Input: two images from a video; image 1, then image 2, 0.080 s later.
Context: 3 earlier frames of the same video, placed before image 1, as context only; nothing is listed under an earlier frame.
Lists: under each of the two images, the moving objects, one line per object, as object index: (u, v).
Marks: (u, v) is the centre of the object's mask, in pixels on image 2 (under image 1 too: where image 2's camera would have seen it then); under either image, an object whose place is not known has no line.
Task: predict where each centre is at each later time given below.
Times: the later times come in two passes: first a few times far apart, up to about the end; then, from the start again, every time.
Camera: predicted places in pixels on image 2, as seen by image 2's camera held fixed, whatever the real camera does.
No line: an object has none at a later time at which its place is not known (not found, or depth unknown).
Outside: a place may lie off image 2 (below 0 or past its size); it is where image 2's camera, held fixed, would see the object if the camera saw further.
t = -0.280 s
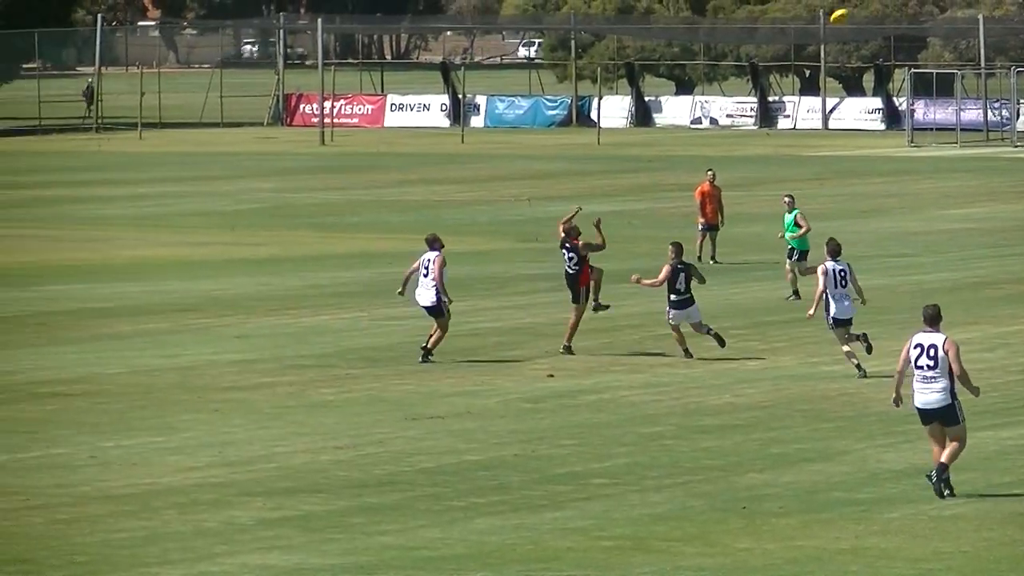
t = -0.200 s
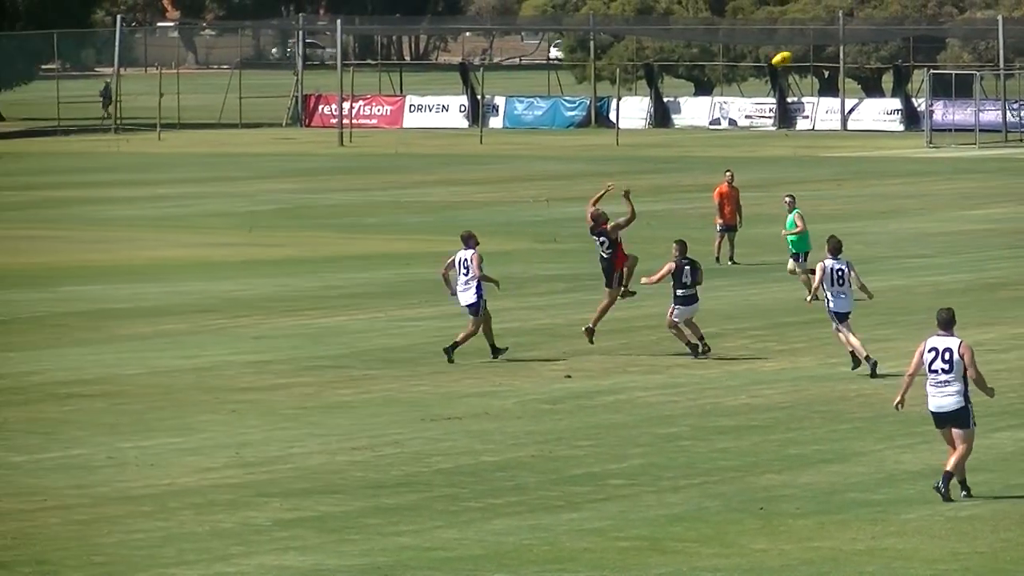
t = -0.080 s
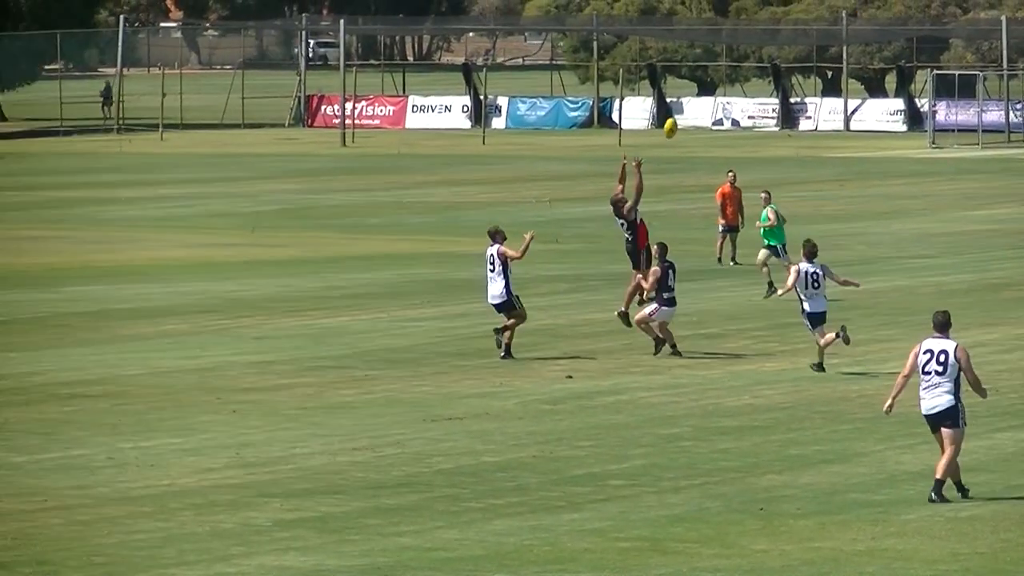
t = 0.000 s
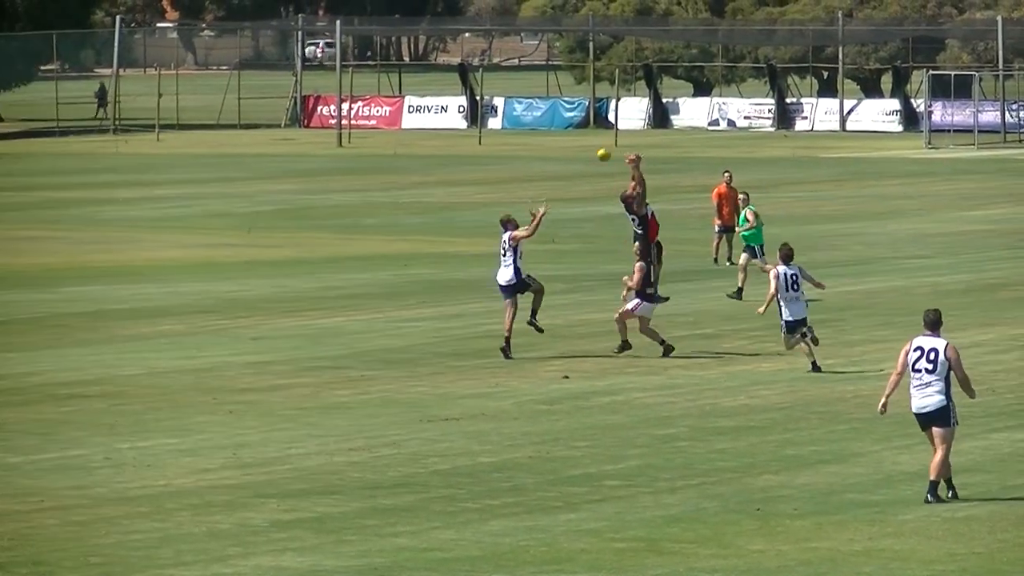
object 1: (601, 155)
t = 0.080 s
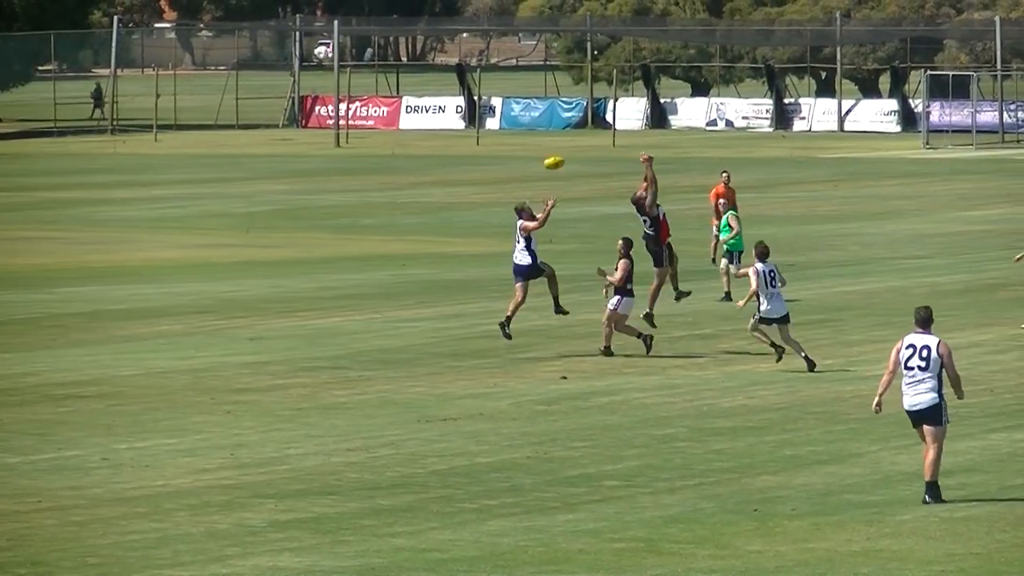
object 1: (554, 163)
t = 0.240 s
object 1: (458, 191)
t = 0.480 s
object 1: (318, 266)
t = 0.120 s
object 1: (529, 168)
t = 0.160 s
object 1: (505, 174)
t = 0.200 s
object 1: (482, 182)
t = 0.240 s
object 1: (458, 191)
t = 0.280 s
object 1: (435, 201)
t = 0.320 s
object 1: (411, 212)
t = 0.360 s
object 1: (387, 223)
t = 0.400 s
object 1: (364, 236)
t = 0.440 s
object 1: (341, 250)
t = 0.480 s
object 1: (318, 266)
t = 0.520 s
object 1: (296, 282)
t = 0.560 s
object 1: (272, 299)
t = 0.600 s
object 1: (249, 317)
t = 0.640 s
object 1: (226, 337)
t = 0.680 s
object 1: (205, 357)
